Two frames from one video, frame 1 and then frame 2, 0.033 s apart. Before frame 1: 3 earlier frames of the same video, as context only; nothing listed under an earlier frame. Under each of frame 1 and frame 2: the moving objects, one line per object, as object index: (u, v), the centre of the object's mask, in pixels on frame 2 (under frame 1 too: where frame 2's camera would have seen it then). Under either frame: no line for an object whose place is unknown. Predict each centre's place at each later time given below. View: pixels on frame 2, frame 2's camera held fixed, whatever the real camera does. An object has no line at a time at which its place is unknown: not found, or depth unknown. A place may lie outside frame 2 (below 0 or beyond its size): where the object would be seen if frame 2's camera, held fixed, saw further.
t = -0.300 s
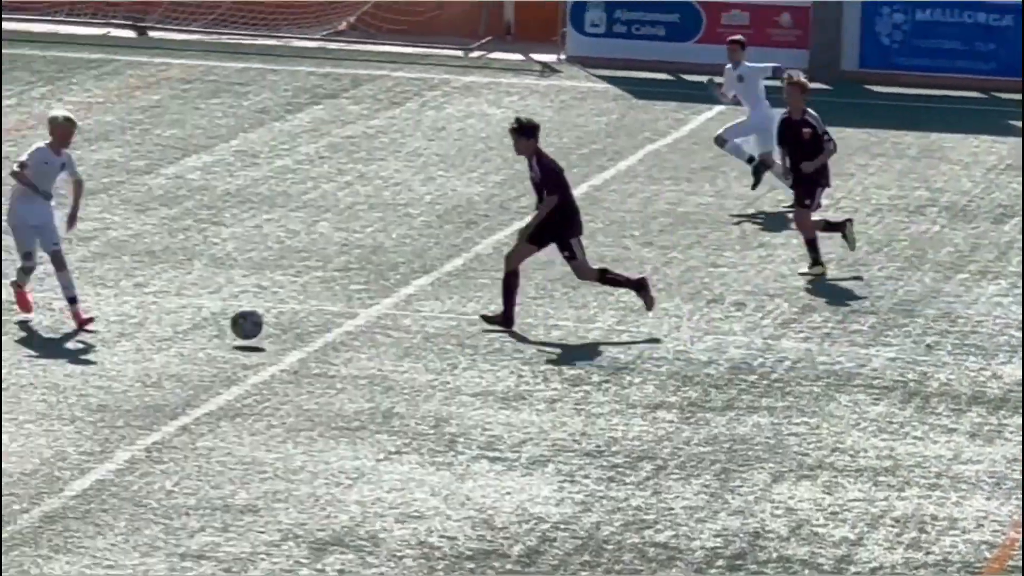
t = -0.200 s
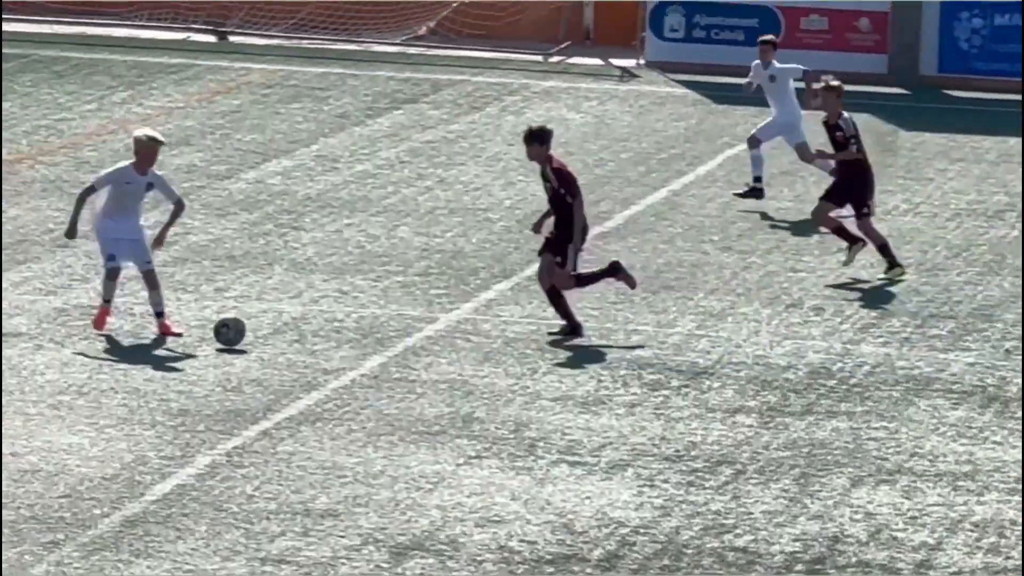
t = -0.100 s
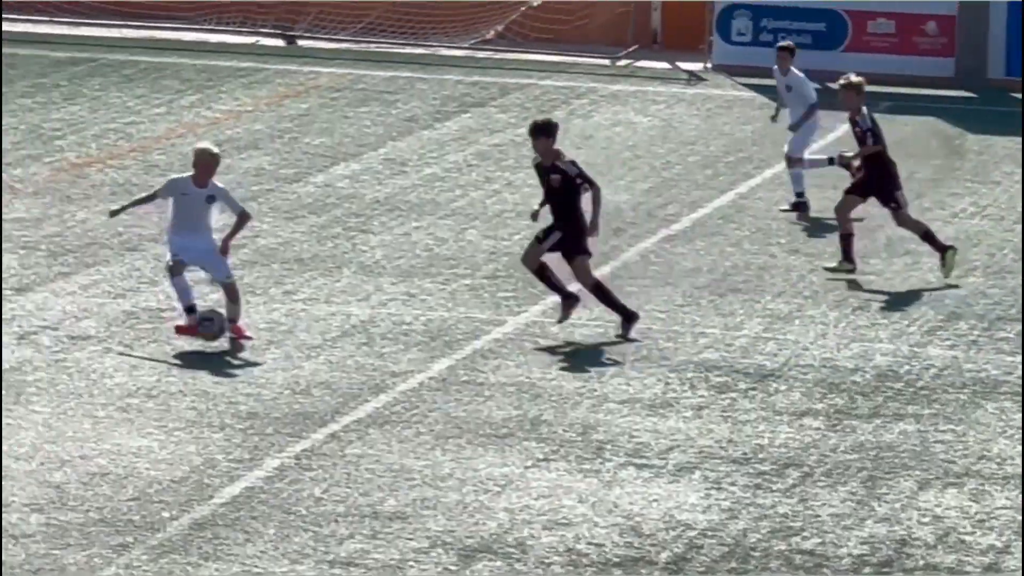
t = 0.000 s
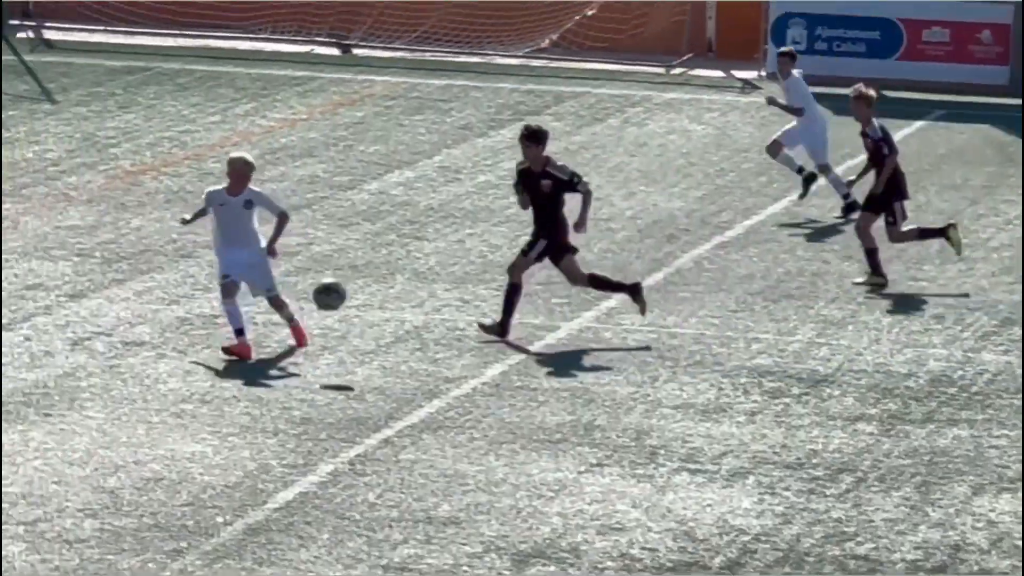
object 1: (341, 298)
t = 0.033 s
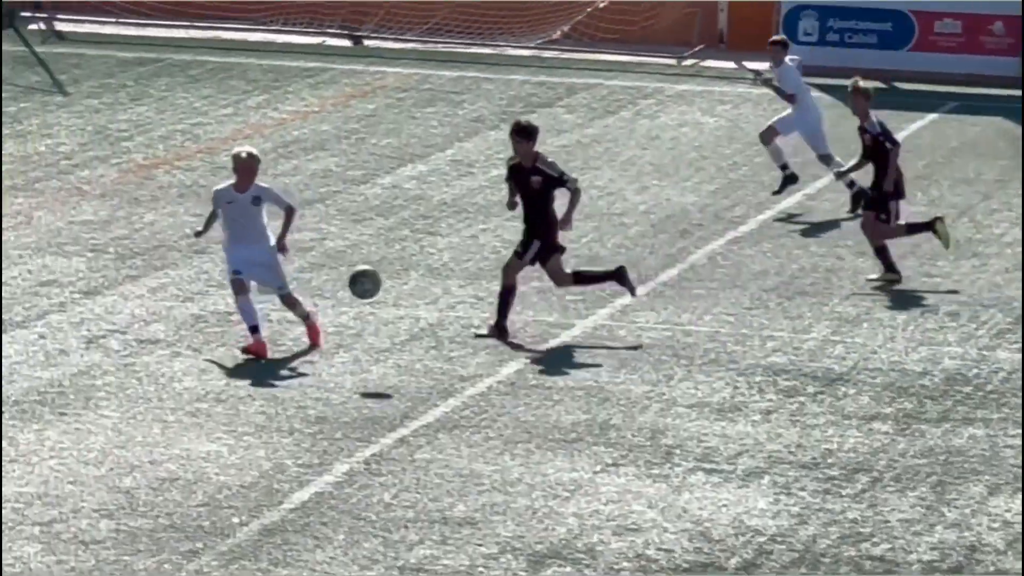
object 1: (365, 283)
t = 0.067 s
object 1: (382, 282)
